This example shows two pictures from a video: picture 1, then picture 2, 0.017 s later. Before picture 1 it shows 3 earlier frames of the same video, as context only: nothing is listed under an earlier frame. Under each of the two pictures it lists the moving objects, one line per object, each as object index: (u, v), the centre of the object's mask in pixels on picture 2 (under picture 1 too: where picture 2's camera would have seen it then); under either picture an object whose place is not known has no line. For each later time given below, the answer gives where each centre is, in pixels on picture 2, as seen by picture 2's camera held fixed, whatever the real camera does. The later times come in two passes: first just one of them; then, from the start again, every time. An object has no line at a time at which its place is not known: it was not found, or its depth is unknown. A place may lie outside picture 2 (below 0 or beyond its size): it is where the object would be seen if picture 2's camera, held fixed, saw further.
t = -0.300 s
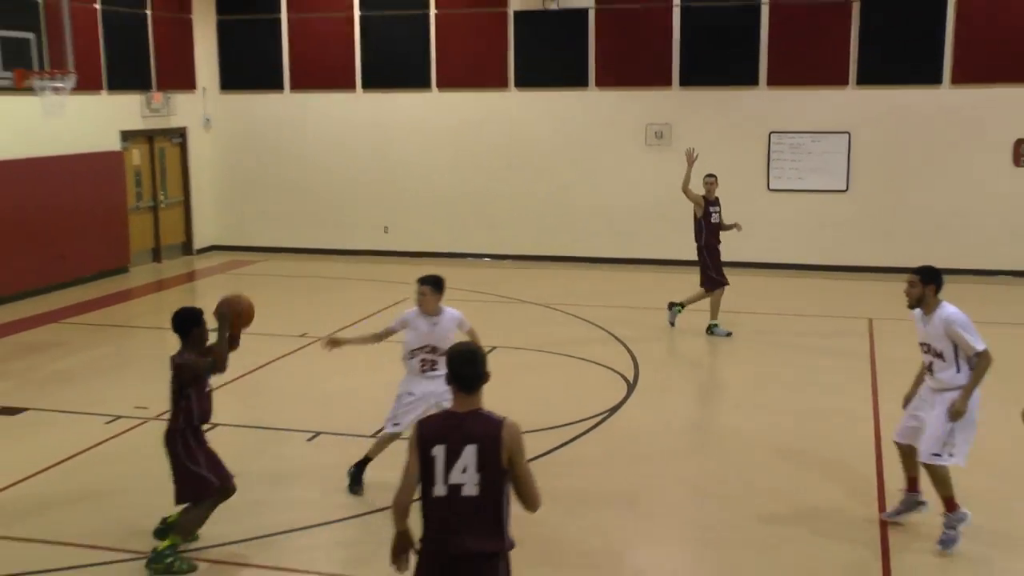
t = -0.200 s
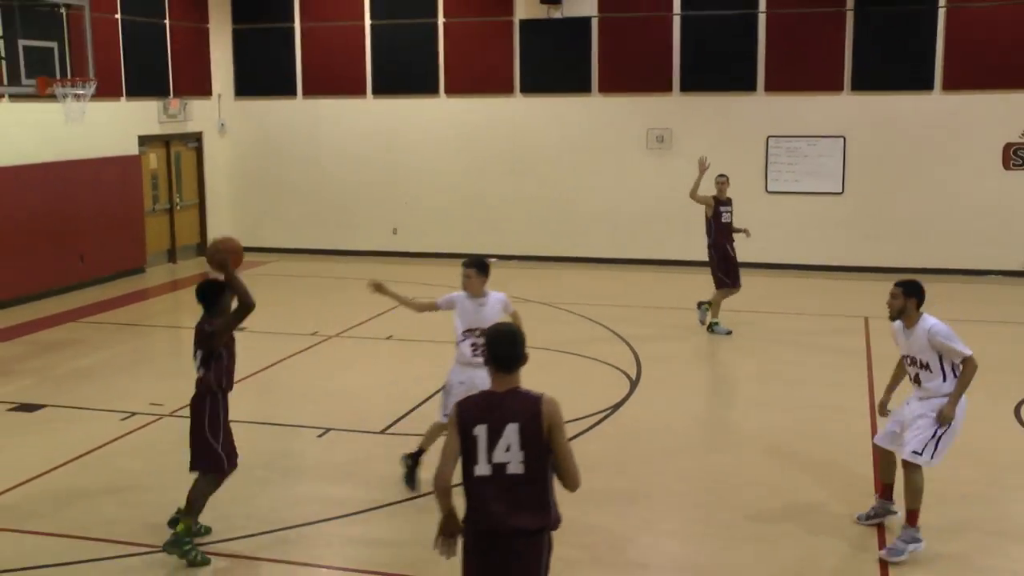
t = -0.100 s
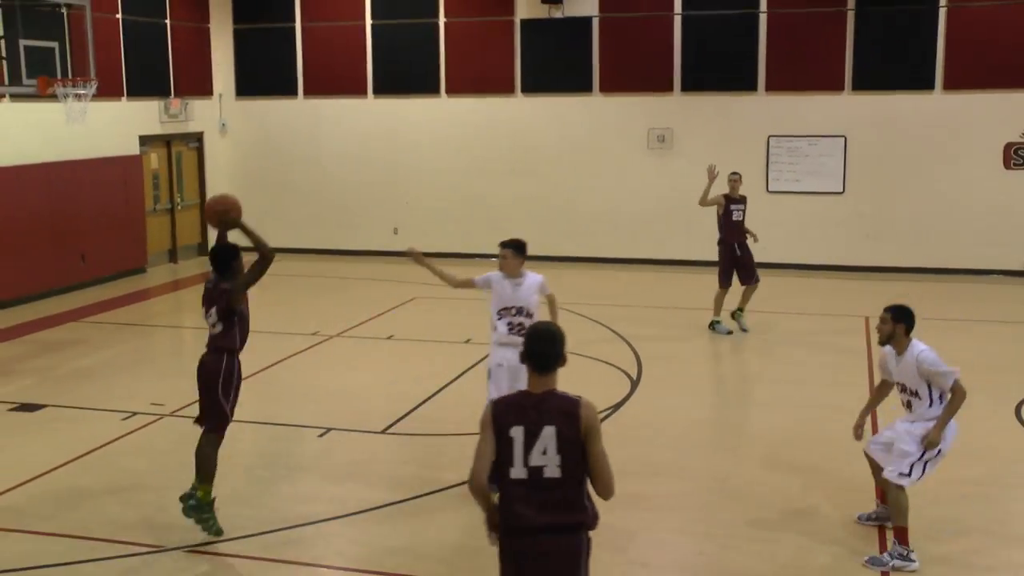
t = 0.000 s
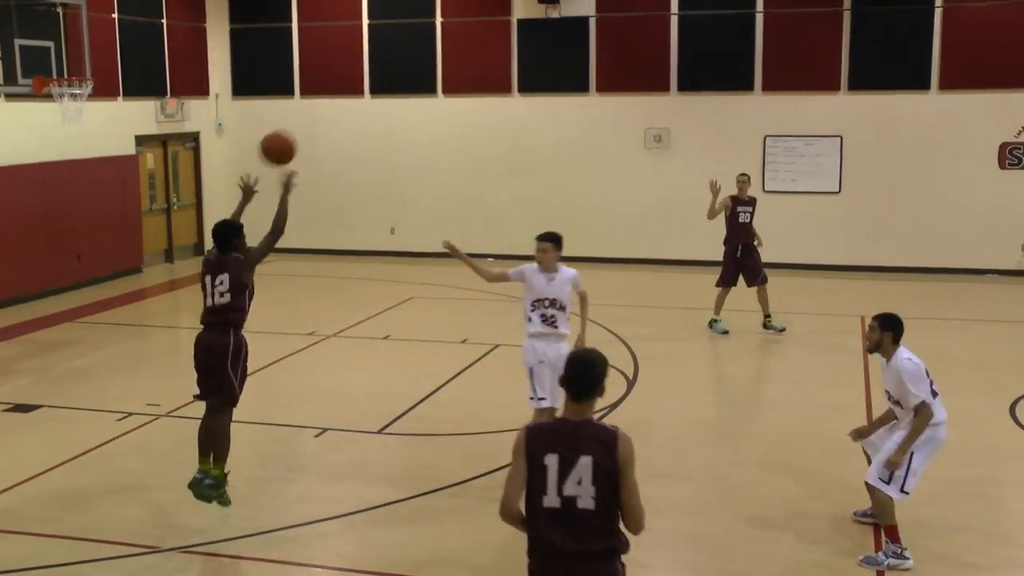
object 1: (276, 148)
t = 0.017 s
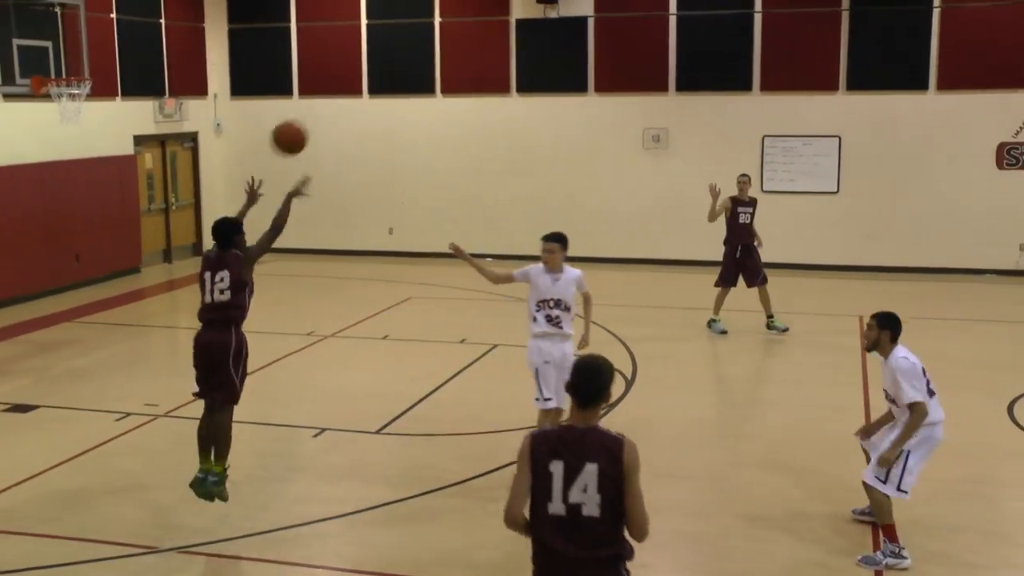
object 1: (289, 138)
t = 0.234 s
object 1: (434, 51)
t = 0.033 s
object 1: (302, 129)
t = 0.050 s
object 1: (314, 119)
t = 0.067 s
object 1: (326, 110)
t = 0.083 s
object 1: (339, 101)
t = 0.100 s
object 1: (351, 94)
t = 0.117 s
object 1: (361, 87)
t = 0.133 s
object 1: (373, 79)
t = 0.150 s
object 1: (383, 74)
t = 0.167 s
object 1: (394, 69)
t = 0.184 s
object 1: (405, 63)
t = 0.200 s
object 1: (415, 59)
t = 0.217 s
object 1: (424, 55)
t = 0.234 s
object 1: (434, 51)
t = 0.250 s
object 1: (444, 47)
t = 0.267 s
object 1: (453, 42)
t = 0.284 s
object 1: (462, 39)
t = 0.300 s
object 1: (471, 37)
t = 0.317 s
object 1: (479, 35)
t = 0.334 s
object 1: (488, 35)
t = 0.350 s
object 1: (497, 35)
